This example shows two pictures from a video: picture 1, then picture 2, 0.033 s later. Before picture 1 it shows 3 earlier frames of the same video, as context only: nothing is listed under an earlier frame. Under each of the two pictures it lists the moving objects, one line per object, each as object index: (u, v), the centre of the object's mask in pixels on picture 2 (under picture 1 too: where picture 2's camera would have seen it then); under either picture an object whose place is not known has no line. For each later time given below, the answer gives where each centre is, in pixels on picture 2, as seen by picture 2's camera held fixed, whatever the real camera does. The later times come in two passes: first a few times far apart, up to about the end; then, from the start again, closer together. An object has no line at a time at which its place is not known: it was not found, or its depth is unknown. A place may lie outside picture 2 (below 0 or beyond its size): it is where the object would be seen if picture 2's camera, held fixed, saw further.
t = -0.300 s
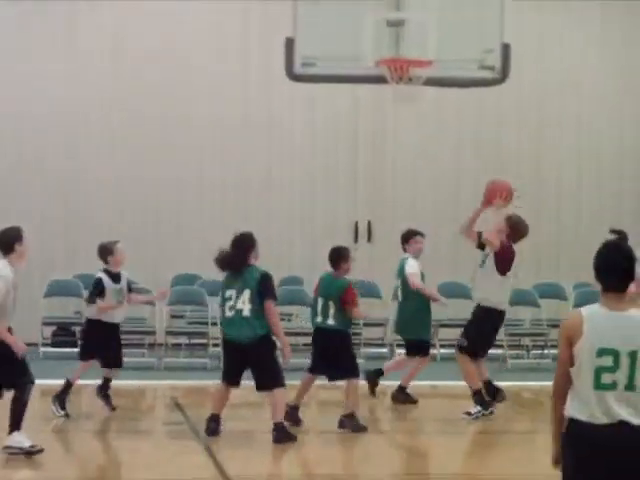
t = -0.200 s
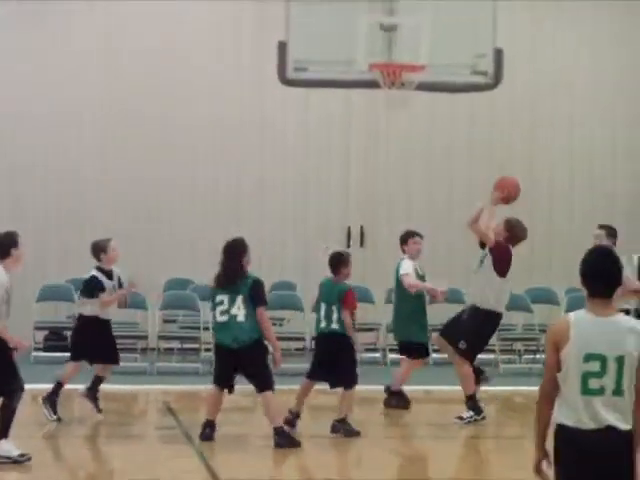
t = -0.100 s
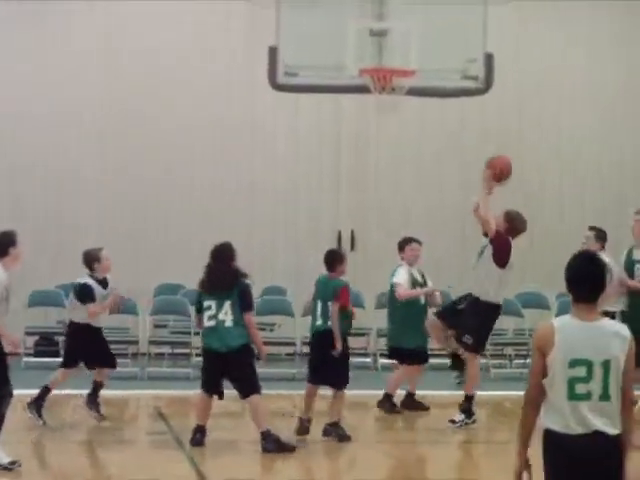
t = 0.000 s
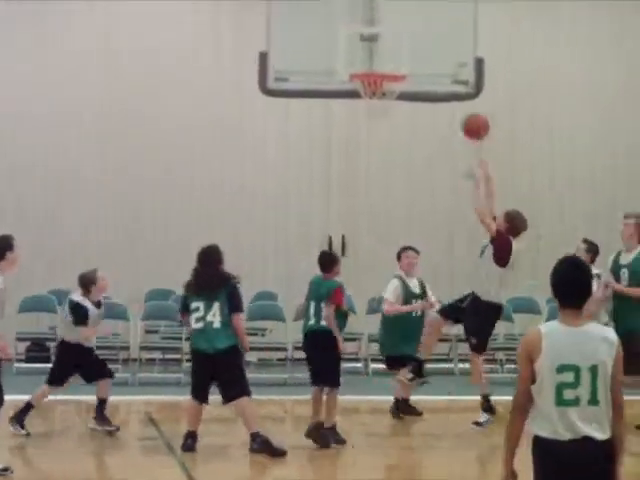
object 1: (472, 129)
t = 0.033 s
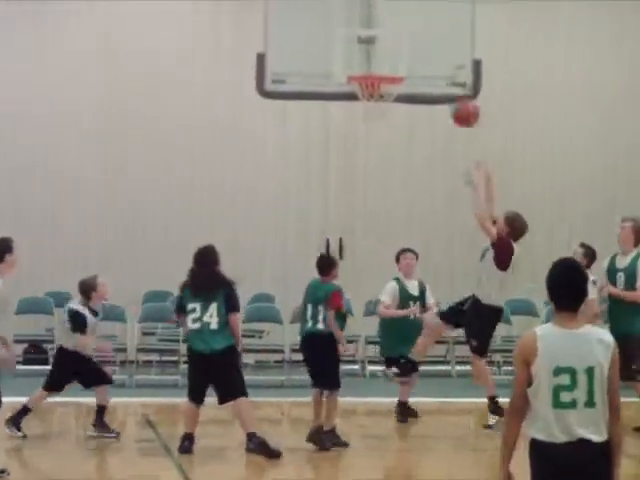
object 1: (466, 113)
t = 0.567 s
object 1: (391, 63)
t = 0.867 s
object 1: (365, 108)
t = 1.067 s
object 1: (360, 161)
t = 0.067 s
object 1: (460, 99)
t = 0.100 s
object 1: (452, 90)
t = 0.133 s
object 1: (444, 78)
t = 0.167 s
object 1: (437, 68)
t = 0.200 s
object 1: (430, 60)
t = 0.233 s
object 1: (423, 53)
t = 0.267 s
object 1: (418, 49)
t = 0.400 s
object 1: (407, 50)
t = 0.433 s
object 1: (404, 54)
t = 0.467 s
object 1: (401, 58)
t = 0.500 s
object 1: (398, 64)
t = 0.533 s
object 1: (395, 64)
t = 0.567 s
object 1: (391, 63)
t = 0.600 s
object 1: (388, 64)
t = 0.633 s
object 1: (384, 67)
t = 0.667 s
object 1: (381, 68)
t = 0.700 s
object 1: (378, 72)
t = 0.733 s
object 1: (374, 90)
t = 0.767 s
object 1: (370, 97)
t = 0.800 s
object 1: (367, 104)
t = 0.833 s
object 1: (366, 103)
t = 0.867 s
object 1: (365, 108)
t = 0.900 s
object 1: (364, 112)
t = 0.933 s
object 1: (363, 122)
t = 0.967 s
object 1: (362, 130)
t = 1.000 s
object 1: (362, 139)
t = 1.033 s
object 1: (360, 149)
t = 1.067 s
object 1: (360, 161)
